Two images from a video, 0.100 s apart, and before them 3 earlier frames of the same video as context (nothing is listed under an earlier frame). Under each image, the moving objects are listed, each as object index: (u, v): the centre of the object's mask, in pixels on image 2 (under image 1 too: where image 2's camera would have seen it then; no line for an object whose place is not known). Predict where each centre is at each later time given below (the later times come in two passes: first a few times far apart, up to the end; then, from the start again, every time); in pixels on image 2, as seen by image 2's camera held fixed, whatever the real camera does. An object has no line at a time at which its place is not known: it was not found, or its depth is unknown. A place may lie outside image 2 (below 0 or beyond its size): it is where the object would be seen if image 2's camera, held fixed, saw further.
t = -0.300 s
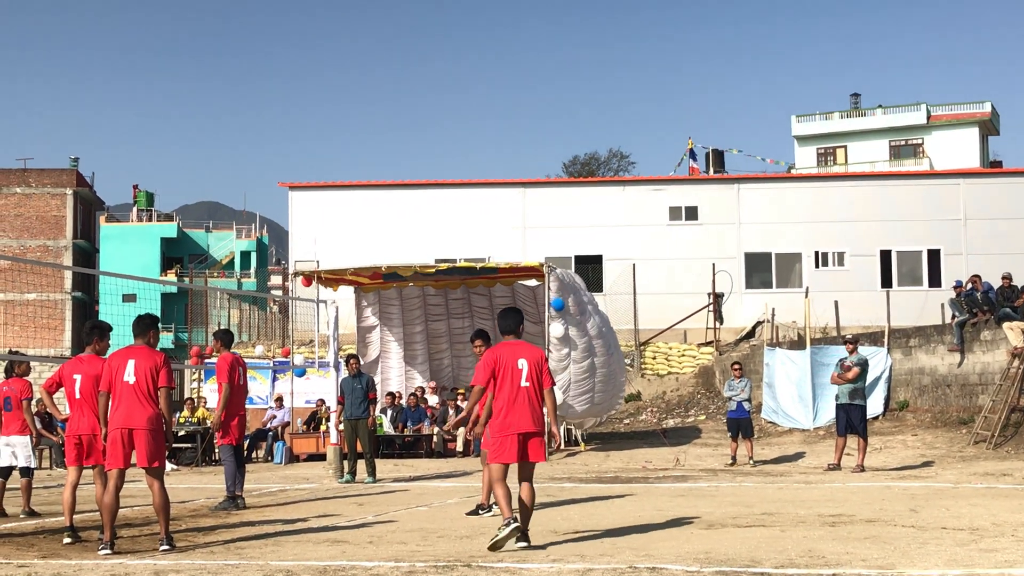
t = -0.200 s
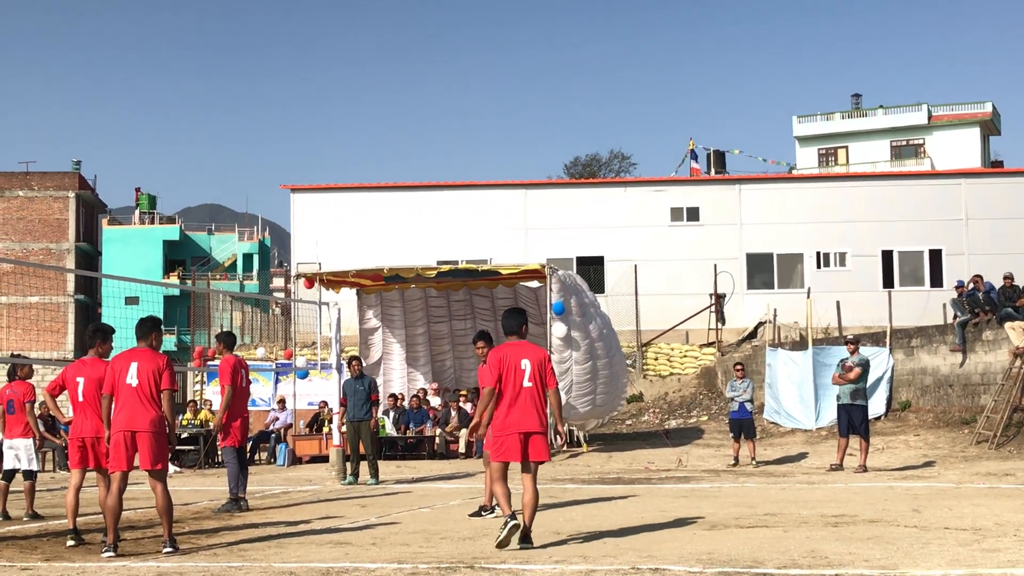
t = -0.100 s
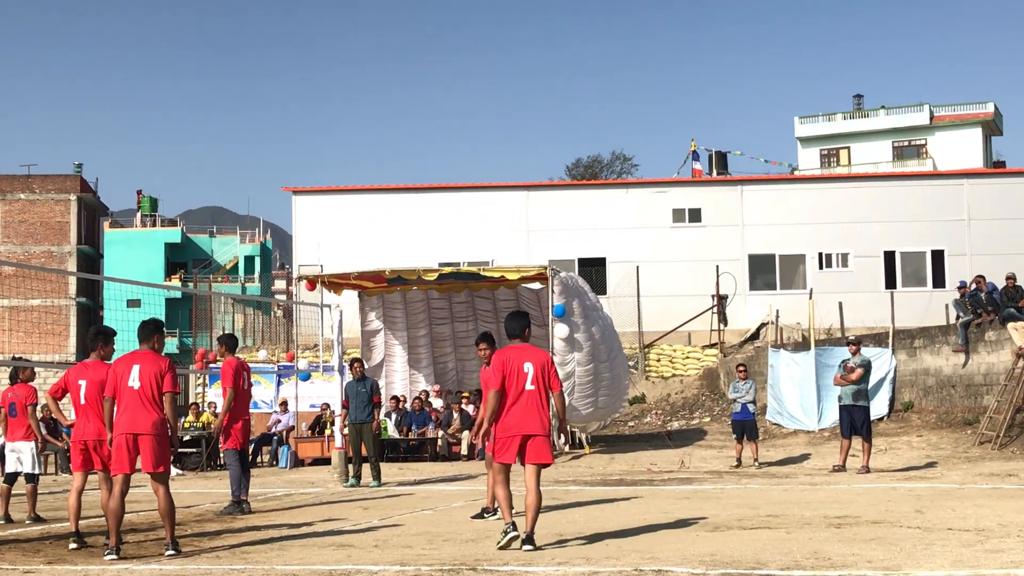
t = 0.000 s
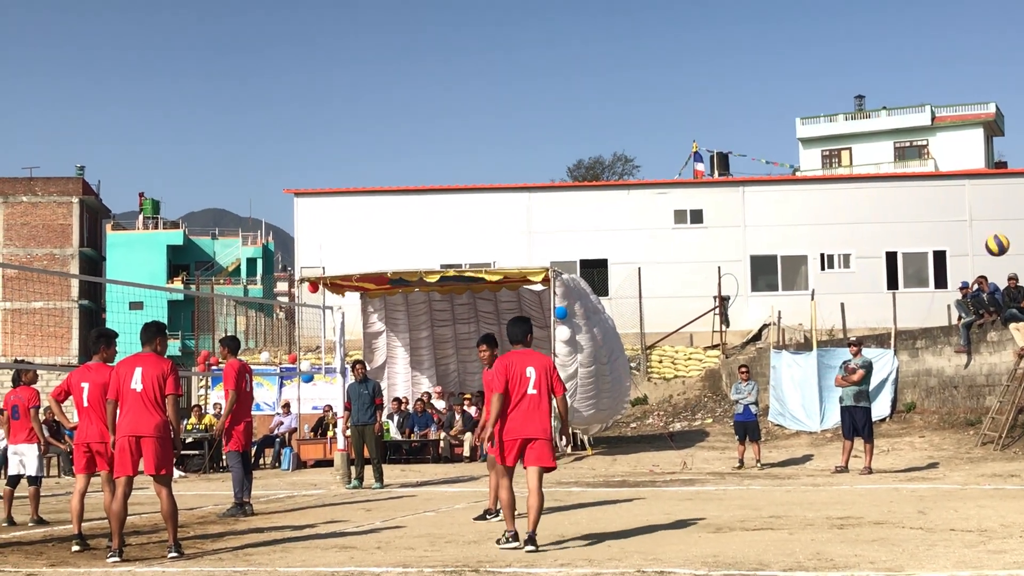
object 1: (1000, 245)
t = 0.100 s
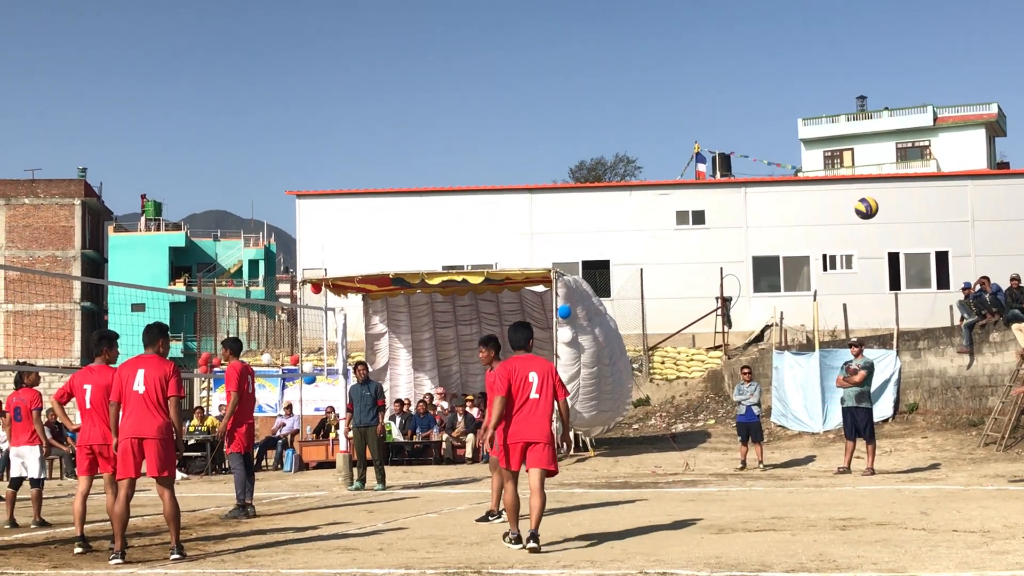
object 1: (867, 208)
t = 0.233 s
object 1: (695, 175)
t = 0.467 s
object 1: (418, 164)
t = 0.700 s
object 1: (160, 205)
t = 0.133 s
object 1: (823, 198)
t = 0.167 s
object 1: (780, 189)
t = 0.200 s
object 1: (737, 182)
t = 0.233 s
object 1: (695, 175)
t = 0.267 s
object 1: (654, 171)
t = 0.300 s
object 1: (613, 167)
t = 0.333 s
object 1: (573, 166)
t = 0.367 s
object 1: (533, 164)
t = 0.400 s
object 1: (494, 163)
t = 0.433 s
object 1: (456, 163)
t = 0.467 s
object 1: (418, 164)
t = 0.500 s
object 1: (379, 166)
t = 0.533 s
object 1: (342, 169)
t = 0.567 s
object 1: (305, 174)
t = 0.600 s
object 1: (268, 180)
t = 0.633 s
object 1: (232, 187)
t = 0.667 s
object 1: (196, 196)
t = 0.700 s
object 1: (160, 205)
